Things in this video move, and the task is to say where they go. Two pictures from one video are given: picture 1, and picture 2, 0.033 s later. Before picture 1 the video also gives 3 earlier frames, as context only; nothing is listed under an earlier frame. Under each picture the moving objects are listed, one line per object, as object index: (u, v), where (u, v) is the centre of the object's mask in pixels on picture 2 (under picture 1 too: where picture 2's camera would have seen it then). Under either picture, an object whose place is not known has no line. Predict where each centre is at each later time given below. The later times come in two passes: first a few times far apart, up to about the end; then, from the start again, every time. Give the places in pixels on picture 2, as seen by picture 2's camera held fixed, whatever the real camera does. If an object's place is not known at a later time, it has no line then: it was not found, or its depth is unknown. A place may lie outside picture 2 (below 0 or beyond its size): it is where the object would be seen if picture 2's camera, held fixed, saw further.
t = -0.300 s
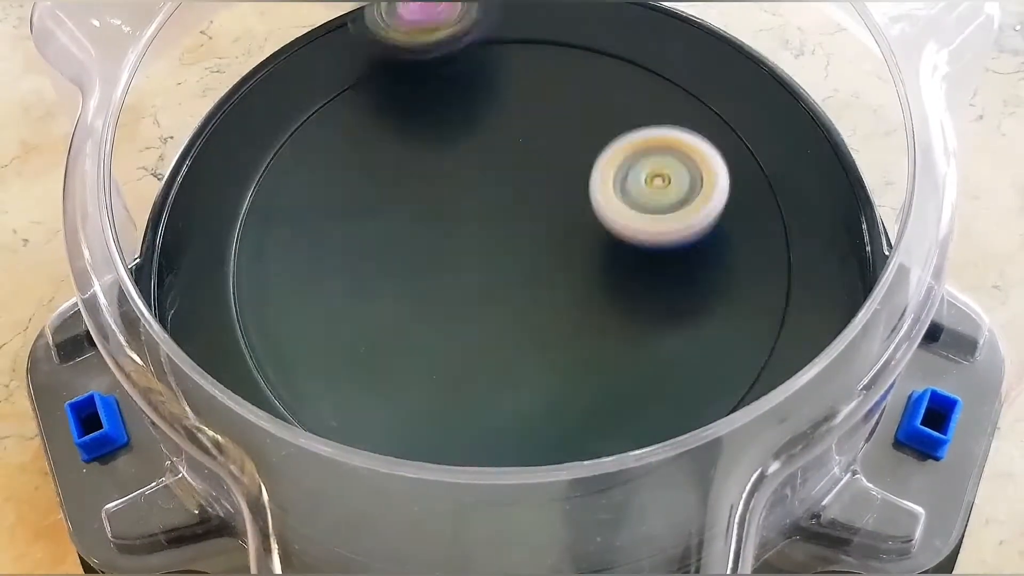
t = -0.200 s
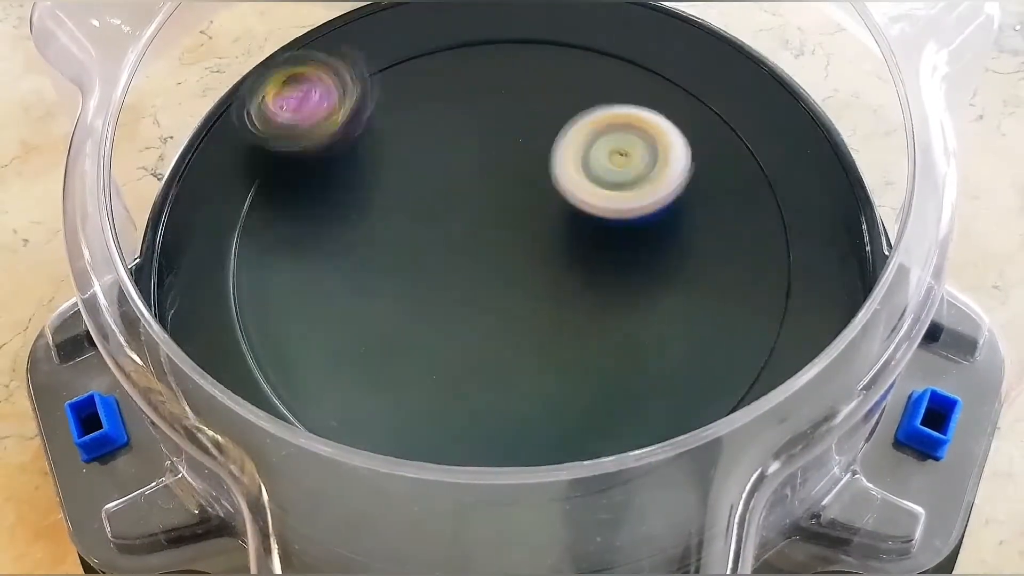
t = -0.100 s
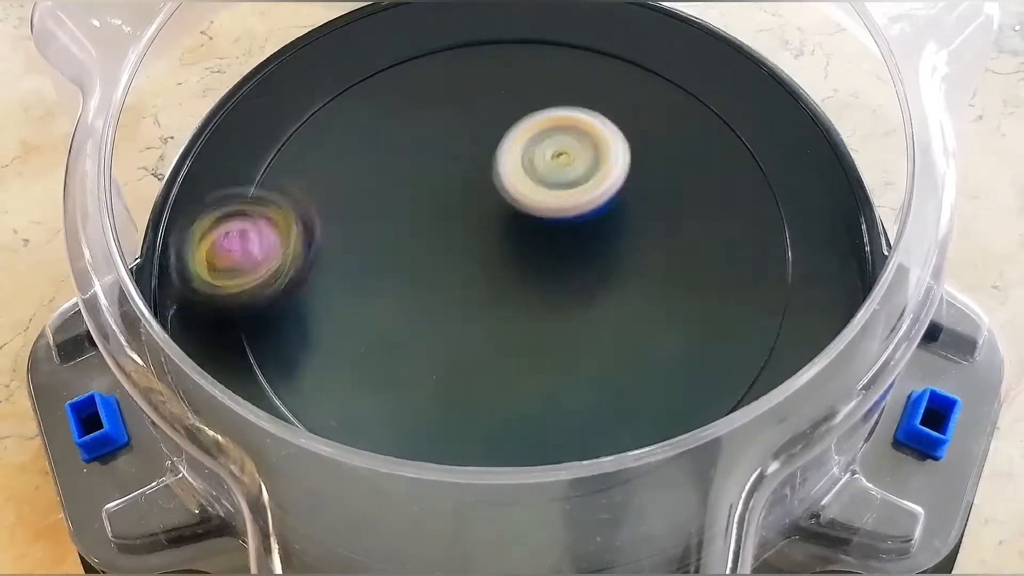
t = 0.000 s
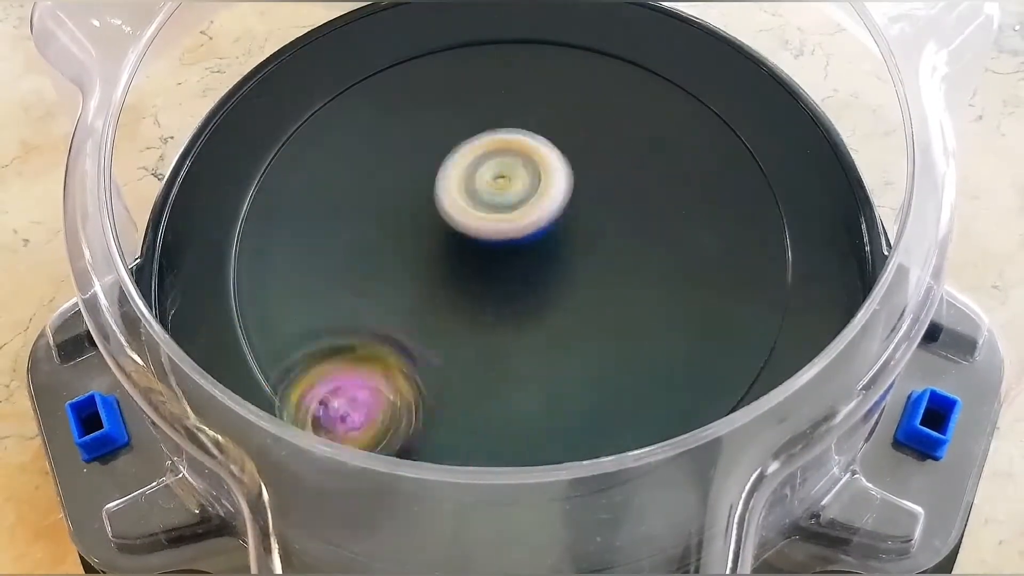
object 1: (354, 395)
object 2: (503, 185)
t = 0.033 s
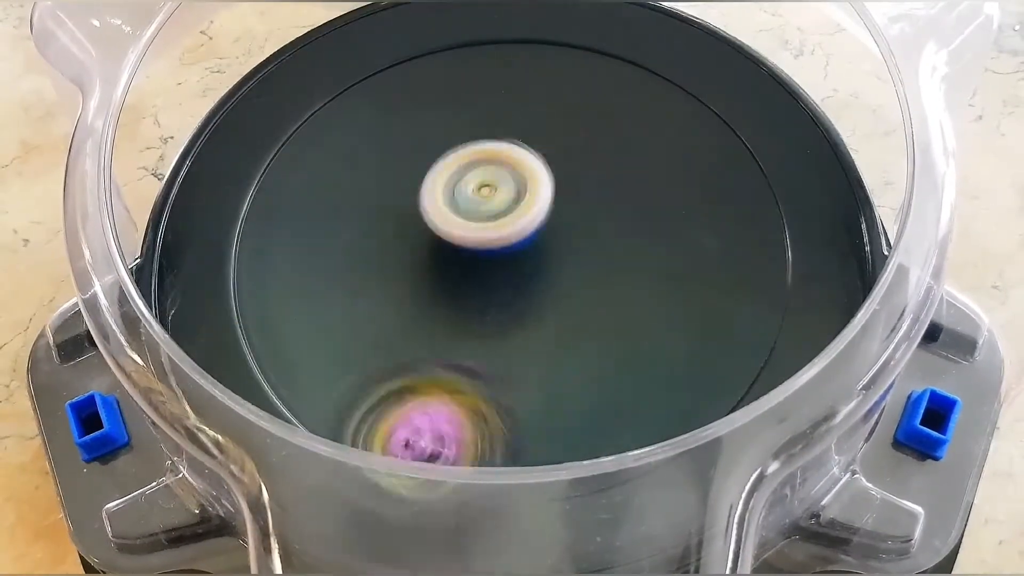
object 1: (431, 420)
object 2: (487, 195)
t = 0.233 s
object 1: (820, 226)
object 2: (448, 247)
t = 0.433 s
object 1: (671, 40)
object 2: (463, 286)
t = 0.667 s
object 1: (519, 170)
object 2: (445, 390)
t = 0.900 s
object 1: (524, 187)
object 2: (398, 493)
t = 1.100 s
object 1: (576, 242)
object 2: (374, 475)
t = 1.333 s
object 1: (617, 255)
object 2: (349, 367)
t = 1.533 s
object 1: (586, 239)
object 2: (399, 241)
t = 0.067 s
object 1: (517, 444)
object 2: (473, 205)
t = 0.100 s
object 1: (611, 447)
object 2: (462, 215)
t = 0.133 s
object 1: (702, 418)
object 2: (454, 225)
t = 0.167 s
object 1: (761, 346)
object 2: (449, 233)
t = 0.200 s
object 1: (801, 287)
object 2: (447, 240)
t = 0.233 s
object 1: (820, 226)
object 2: (448, 247)
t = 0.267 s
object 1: (819, 153)
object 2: (449, 253)
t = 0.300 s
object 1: (804, 90)
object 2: (452, 260)
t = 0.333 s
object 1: (777, 42)
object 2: (455, 267)
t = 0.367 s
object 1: (730, 25)
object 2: (456, 273)
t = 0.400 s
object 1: (697, 28)
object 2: (459, 280)
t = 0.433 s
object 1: (671, 40)
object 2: (463, 286)
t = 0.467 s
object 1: (648, 61)
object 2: (469, 291)
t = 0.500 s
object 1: (616, 93)
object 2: (474, 296)
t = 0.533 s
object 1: (578, 127)
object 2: (480, 300)
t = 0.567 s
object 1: (545, 158)
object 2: (487, 302)
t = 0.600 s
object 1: (517, 190)
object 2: (490, 307)
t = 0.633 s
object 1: (517, 178)
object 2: (468, 351)
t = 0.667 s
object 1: (519, 170)
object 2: (445, 390)
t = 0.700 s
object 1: (517, 162)
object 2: (432, 414)
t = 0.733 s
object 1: (514, 157)
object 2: (409, 453)
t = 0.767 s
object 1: (513, 159)
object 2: (399, 471)
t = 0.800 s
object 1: (514, 161)
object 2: (400, 477)
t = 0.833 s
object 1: (514, 168)
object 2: (400, 483)
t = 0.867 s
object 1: (519, 178)
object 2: (399, 488)
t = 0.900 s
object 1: (524, 187)
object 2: (398, 493)
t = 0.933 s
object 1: (530, 197)
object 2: (396, 494)
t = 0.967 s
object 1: (537, 208)
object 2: (393, 494)
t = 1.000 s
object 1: (546, 218)
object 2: (389, 492)
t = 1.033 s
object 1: (557, 228)
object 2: (384, 488)
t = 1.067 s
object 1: (565, 236)
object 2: (380, 483)
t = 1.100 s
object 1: (576, 242)
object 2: (374, 475)
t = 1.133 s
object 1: (588, 249)
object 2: (368, 464)
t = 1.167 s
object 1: (595, 252)
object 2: (361, 452)
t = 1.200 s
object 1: (602, 254)
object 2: (352, 437)
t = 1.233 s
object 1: (609, 257)
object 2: (343, 420)
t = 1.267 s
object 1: (614, 256)
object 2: (340, 403)
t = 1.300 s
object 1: (616, 255)
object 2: (346, 382)
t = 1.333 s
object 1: (617, 255)
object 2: (349, 367)
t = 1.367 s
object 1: (616, 252)
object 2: (357, 346)
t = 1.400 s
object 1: (613, 252)
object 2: (365, 325)
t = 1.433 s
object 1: (609, 249)
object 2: (373, 303)
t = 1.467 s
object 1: (602, 244)
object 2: (382, 282)
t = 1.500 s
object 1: (594, 242)
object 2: (391, 261)
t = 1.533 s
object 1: (586, 239)
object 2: (399, 241)
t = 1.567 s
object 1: (577, 237)
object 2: (408, 222)
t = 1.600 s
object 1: (567, 236)
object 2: (415, 205)
